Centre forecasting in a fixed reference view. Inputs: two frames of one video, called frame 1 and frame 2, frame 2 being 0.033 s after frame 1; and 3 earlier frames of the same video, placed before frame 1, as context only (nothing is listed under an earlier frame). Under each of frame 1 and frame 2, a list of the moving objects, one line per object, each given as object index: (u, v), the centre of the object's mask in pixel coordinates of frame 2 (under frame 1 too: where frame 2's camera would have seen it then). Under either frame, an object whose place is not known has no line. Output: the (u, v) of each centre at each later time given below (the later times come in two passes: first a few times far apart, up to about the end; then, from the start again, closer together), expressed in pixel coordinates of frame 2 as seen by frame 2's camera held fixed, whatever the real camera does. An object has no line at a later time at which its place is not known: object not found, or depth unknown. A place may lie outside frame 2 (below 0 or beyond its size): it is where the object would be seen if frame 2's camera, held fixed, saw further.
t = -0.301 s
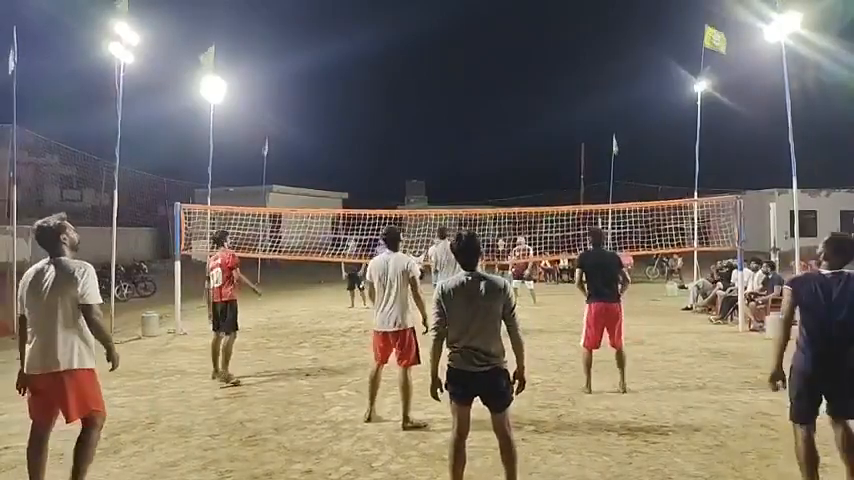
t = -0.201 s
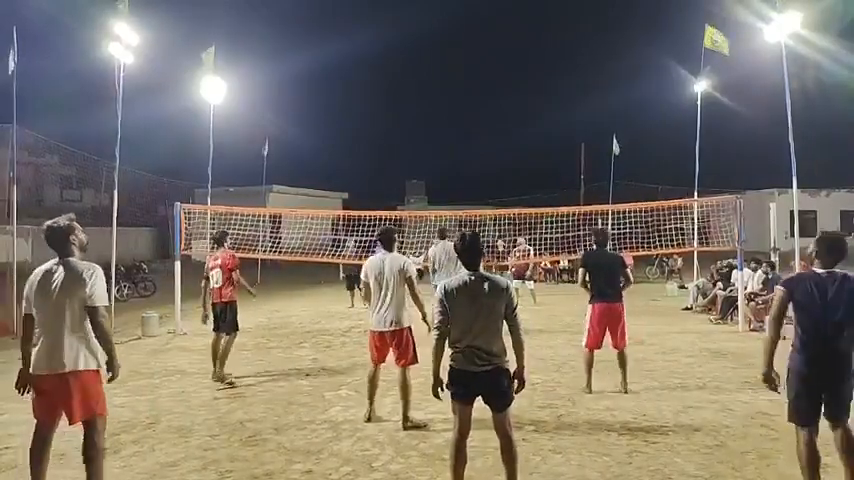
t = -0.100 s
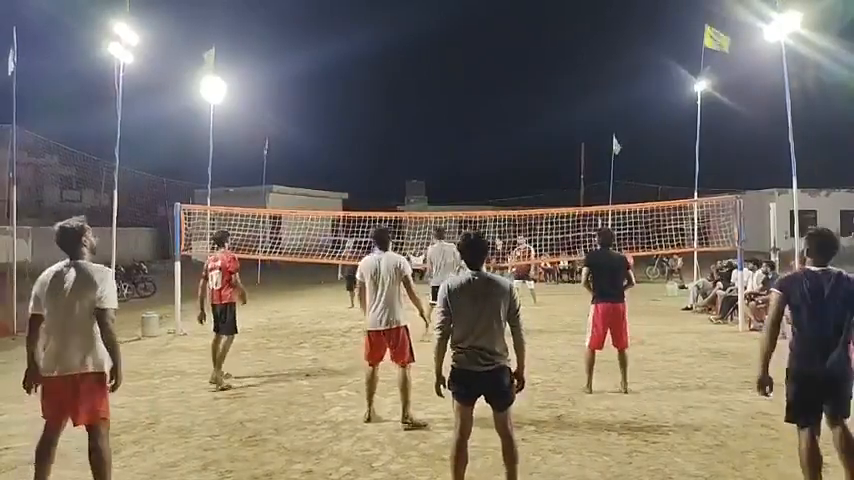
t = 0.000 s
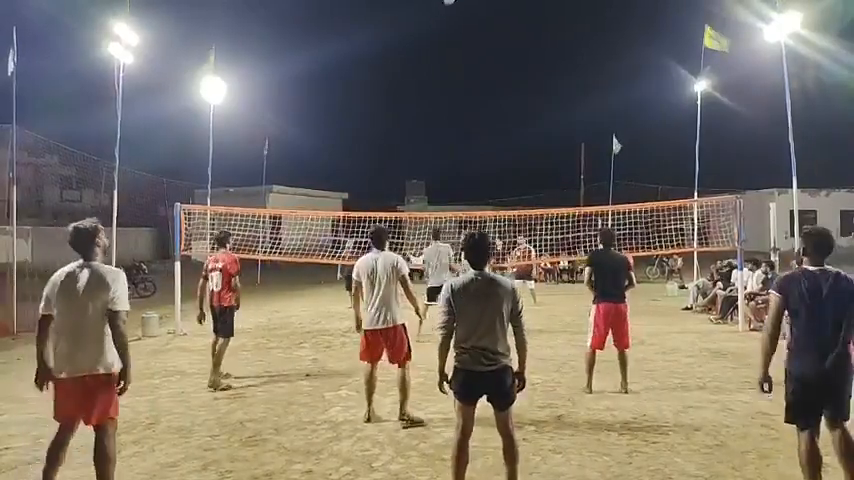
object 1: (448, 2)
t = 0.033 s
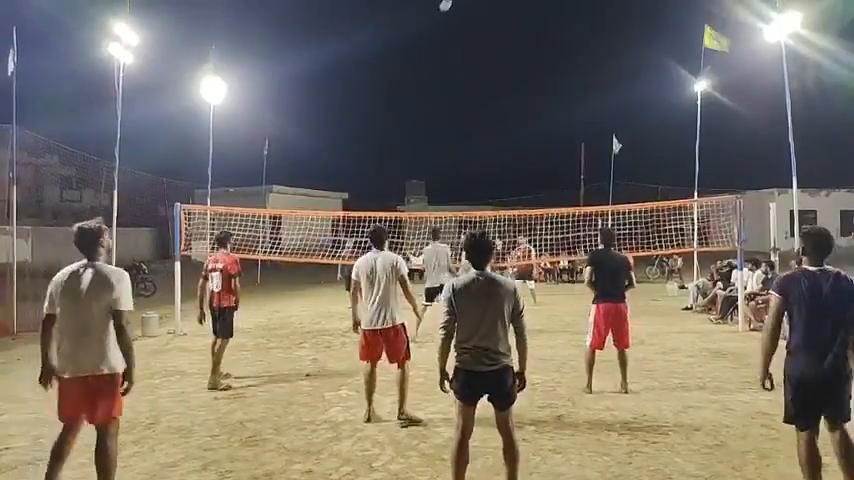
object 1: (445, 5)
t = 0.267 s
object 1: (417, 61)
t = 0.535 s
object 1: (393, 135)
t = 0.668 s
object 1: (384, 175)
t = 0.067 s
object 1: (440, 13)
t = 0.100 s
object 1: (436, 19)
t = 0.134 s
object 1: (431, 27)
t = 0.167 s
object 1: (428, 35)
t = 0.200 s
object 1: (424, 44)
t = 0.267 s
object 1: (417, 61)
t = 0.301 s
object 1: (413, 70)
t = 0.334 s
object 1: (410, 79)
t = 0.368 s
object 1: (407, 88)
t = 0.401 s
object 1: (404, 97)
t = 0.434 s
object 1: (401, 106)
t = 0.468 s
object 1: (398, 116)
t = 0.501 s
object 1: (396, 126)
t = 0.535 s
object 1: (393, 135)
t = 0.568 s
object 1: (391, 145)
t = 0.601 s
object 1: (389, 154)
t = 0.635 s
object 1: (386, 166)
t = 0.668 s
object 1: (384, 175)
